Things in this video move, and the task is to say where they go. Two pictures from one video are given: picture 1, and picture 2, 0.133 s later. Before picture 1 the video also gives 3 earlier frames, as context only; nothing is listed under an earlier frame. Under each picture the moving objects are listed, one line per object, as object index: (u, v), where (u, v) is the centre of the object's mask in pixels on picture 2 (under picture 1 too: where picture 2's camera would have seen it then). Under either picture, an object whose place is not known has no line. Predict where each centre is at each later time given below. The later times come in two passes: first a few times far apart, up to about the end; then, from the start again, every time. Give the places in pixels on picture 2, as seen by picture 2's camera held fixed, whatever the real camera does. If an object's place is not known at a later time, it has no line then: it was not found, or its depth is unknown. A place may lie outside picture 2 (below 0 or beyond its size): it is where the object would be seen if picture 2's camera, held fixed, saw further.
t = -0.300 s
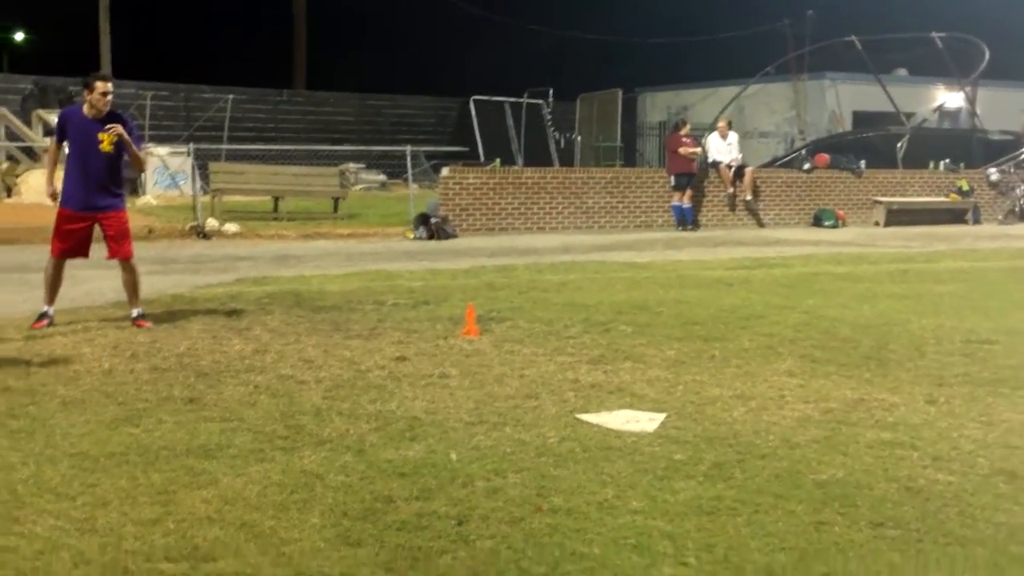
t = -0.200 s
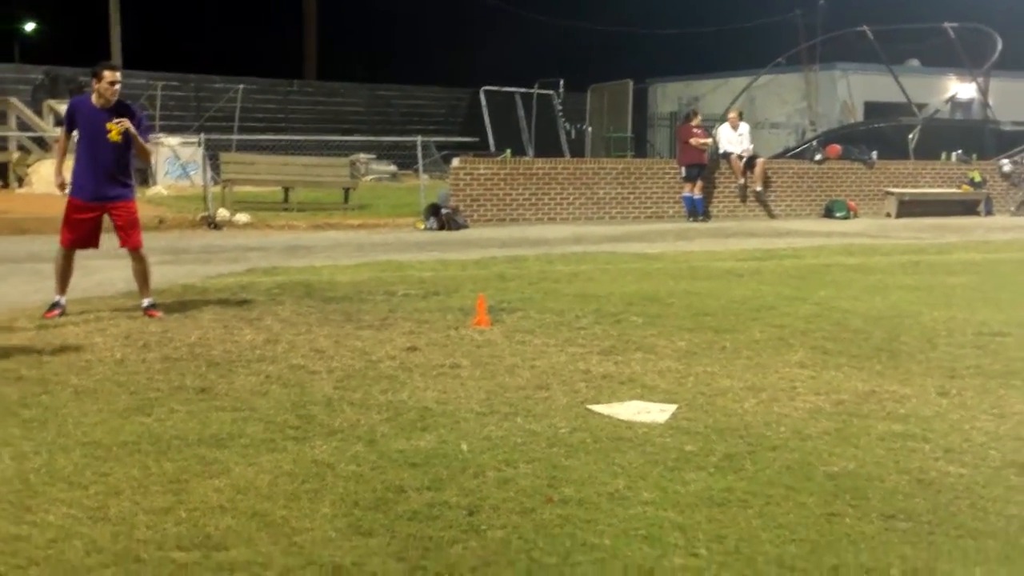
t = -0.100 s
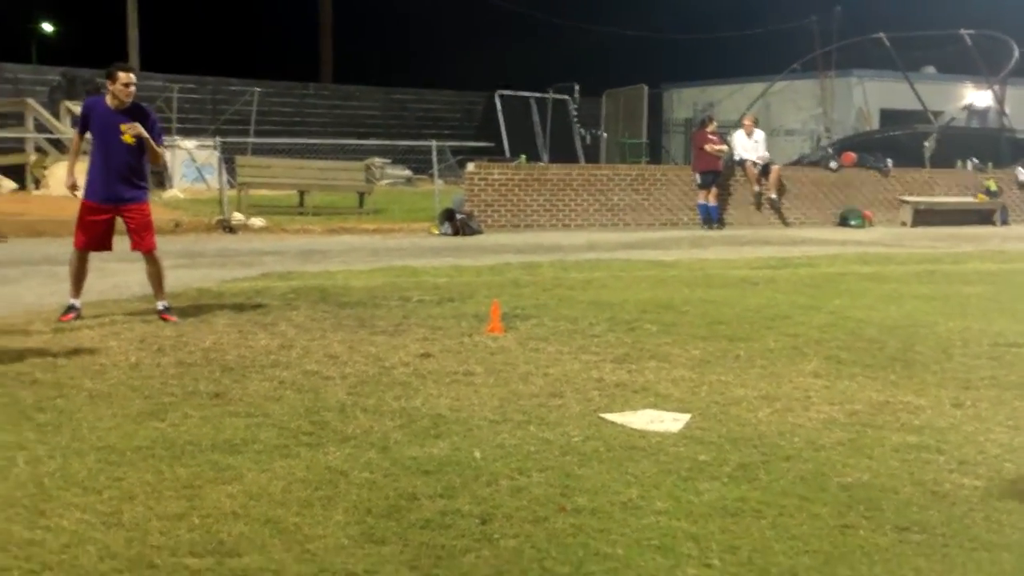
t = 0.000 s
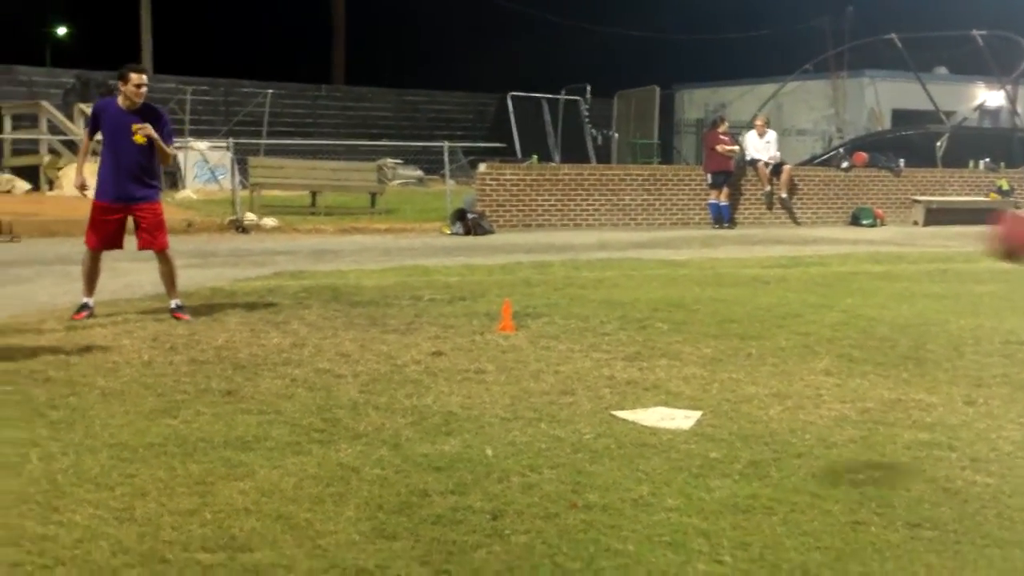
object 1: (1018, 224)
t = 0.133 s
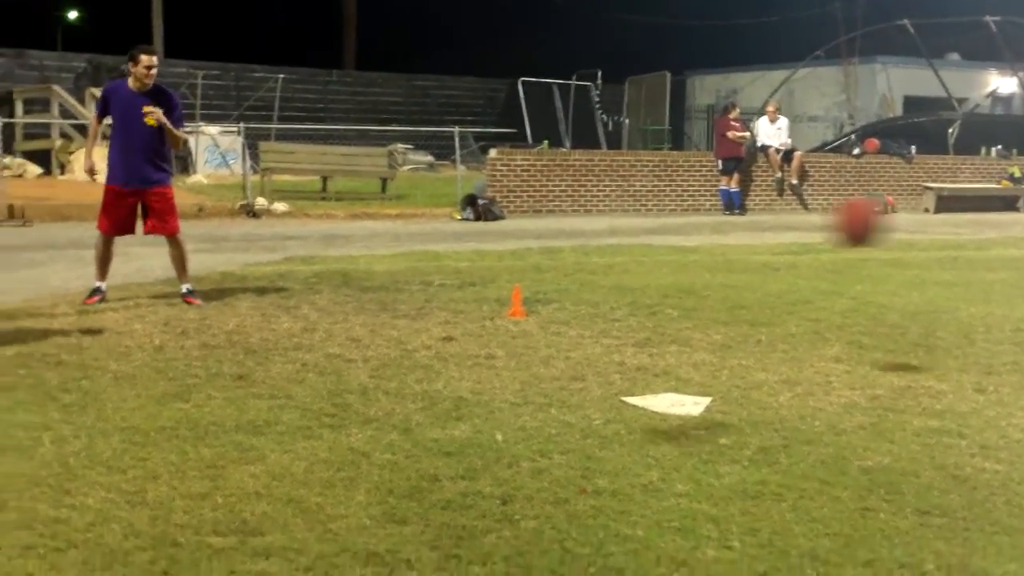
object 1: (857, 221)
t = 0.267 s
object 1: (706, 256)
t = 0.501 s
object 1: (481, 304)
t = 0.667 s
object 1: (352, 244)
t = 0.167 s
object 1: (817, 229)
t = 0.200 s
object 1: (780, 235)
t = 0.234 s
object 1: (742, 245)
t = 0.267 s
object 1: (706, 256)
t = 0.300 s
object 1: (671, 271)
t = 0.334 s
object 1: (636, 285)
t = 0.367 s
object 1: (603, 301)
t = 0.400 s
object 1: (570, 322)
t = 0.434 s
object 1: (539, 336)
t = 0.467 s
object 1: (508, 322)
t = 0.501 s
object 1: (481, 304)
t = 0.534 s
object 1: (455, 289)
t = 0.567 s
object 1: (428, 274)
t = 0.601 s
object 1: (402, 261)
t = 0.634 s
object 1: (377, 253)
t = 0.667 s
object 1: (352, 244)
